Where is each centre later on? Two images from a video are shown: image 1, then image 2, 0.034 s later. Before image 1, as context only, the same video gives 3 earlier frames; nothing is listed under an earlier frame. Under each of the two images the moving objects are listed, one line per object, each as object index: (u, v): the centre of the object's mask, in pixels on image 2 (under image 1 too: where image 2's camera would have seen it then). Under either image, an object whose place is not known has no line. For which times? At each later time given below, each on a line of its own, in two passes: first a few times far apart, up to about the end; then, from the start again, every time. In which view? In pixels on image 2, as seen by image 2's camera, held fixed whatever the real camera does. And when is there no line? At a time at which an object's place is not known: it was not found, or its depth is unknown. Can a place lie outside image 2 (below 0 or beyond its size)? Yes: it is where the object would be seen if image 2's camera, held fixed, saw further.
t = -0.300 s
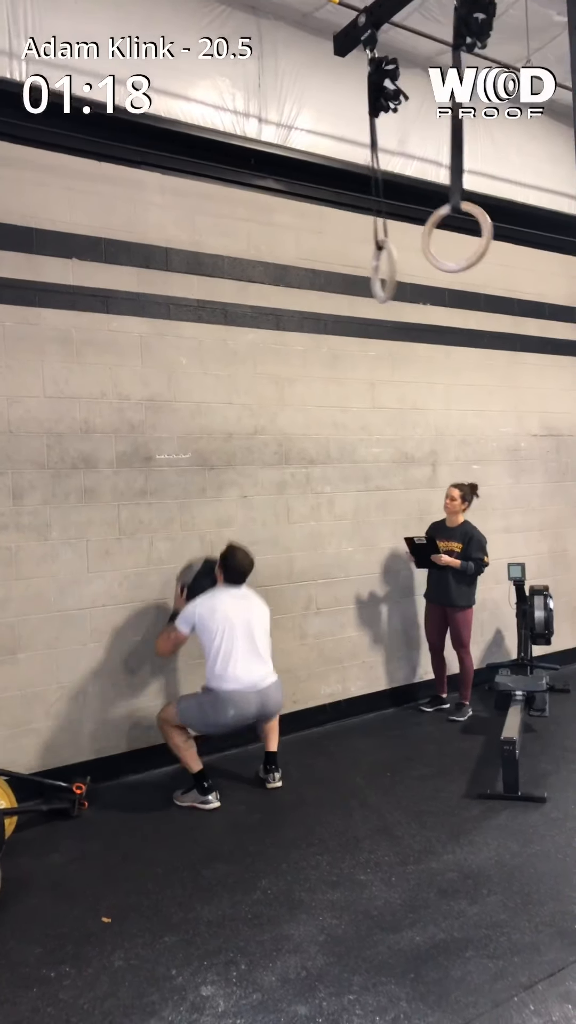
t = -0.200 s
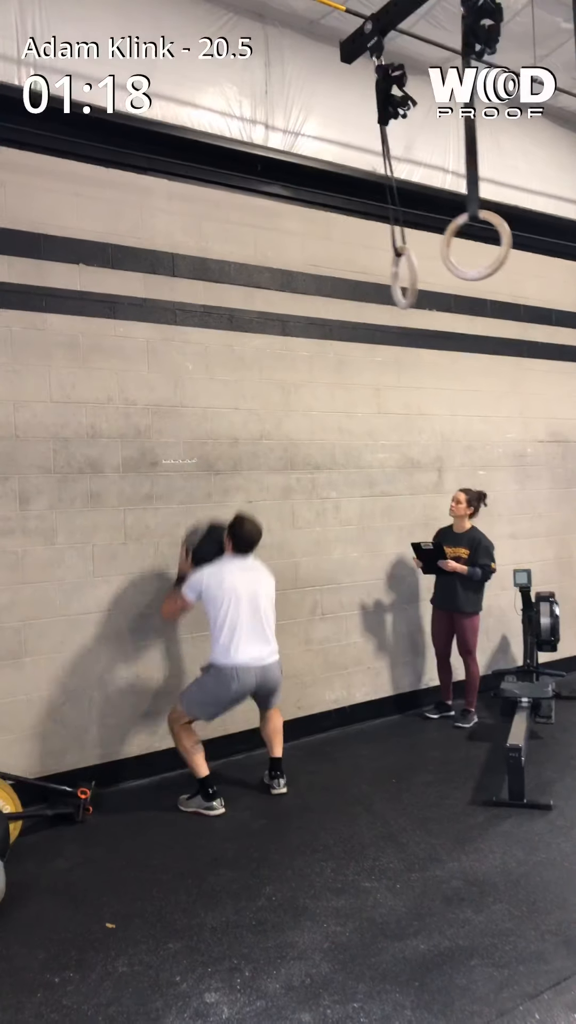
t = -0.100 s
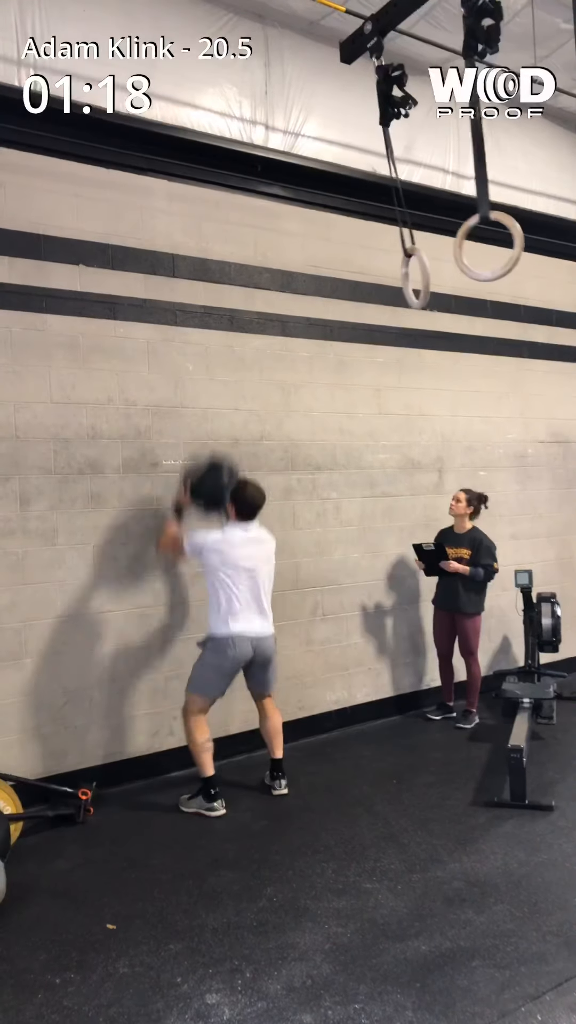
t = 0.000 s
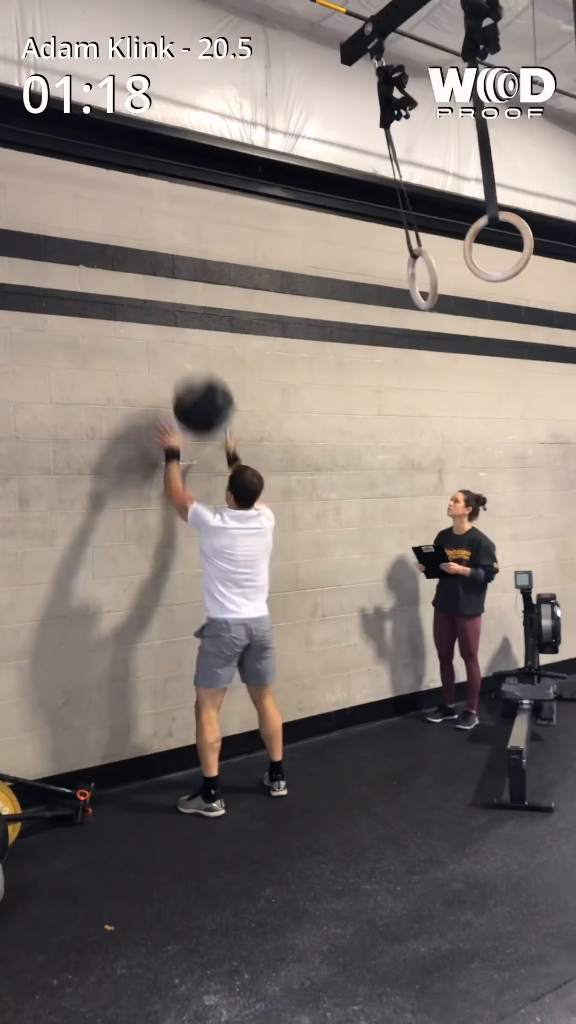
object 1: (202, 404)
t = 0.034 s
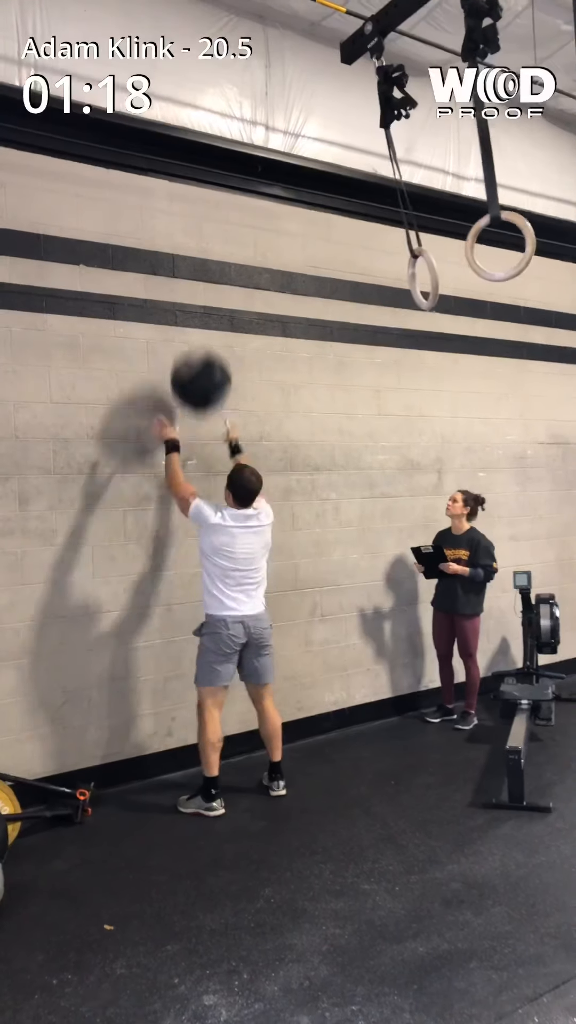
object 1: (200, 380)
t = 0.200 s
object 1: (190, 291)
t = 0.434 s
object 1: (184, 244)
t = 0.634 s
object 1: (192, 275)
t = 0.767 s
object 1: (198, 333)
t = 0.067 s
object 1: (198, 359)
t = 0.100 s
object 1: (196, 338)
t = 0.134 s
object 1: (194, 320)
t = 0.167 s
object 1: (193, 305)
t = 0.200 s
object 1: (190, 291)
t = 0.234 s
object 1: (188, 278)
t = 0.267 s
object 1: (188, 268)
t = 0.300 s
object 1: (187, 259)
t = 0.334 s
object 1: (184, 252)
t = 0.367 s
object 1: (183, 247)
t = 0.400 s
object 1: (184, 245)
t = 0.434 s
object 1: (184, 244)
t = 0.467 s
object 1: (185, 244)
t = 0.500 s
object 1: (186, 246)
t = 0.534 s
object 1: (187, 251)
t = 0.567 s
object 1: (189, 257)
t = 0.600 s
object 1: (191, 265)
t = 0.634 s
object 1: (192, 275)
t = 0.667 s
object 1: (194, 287)
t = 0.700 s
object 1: (194, 300)
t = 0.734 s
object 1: (196, 314)
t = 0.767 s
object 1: (198, 333)
